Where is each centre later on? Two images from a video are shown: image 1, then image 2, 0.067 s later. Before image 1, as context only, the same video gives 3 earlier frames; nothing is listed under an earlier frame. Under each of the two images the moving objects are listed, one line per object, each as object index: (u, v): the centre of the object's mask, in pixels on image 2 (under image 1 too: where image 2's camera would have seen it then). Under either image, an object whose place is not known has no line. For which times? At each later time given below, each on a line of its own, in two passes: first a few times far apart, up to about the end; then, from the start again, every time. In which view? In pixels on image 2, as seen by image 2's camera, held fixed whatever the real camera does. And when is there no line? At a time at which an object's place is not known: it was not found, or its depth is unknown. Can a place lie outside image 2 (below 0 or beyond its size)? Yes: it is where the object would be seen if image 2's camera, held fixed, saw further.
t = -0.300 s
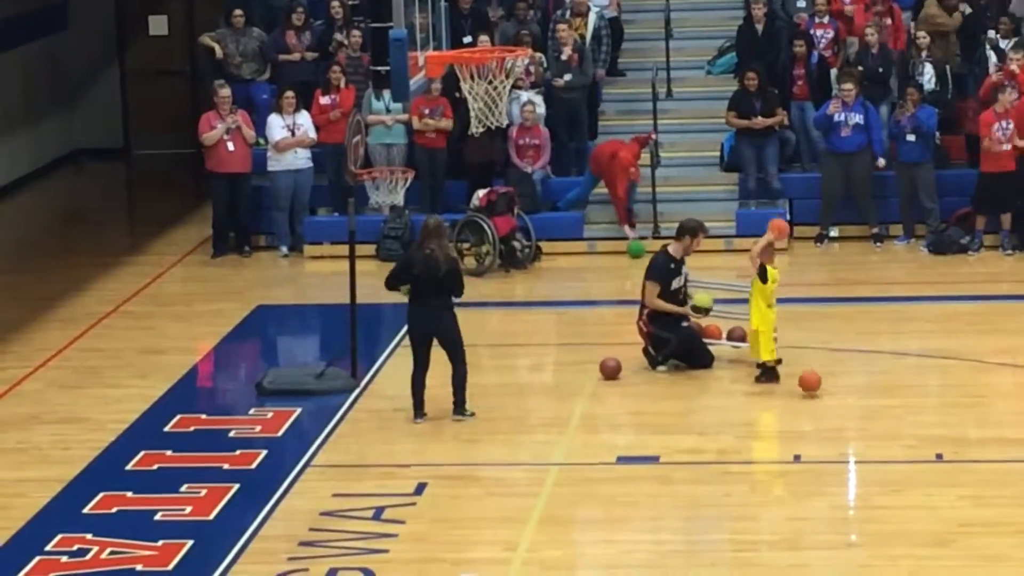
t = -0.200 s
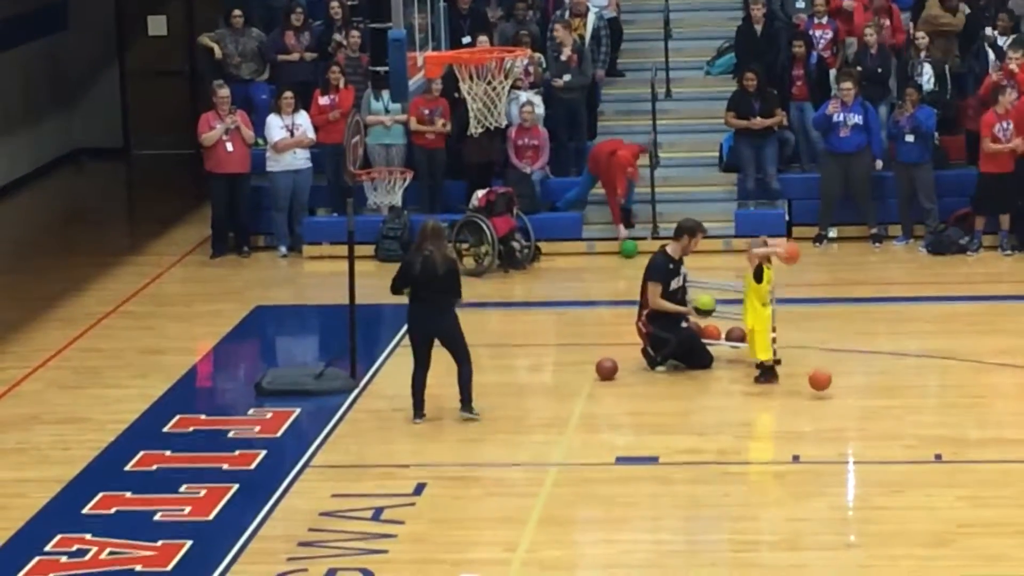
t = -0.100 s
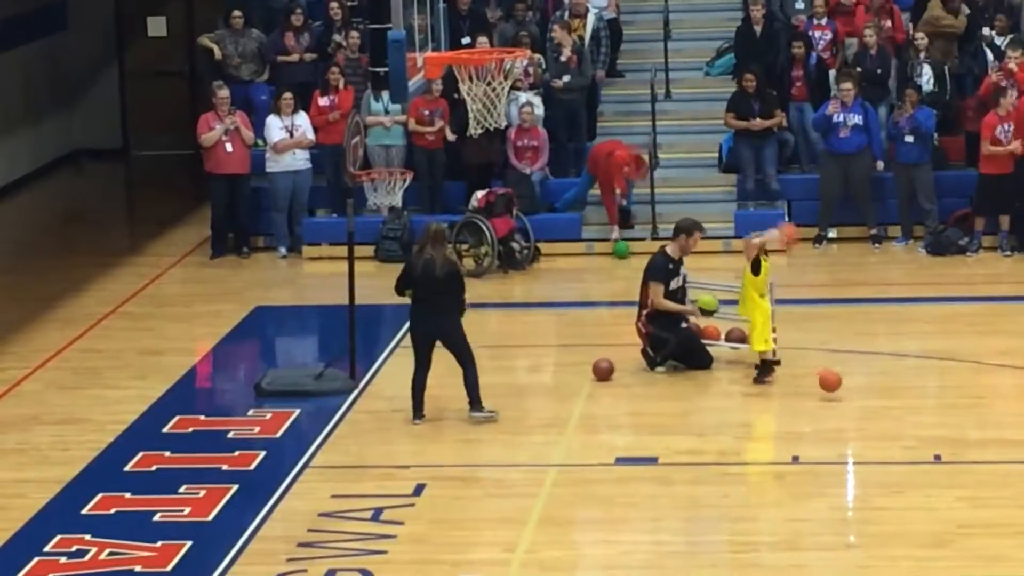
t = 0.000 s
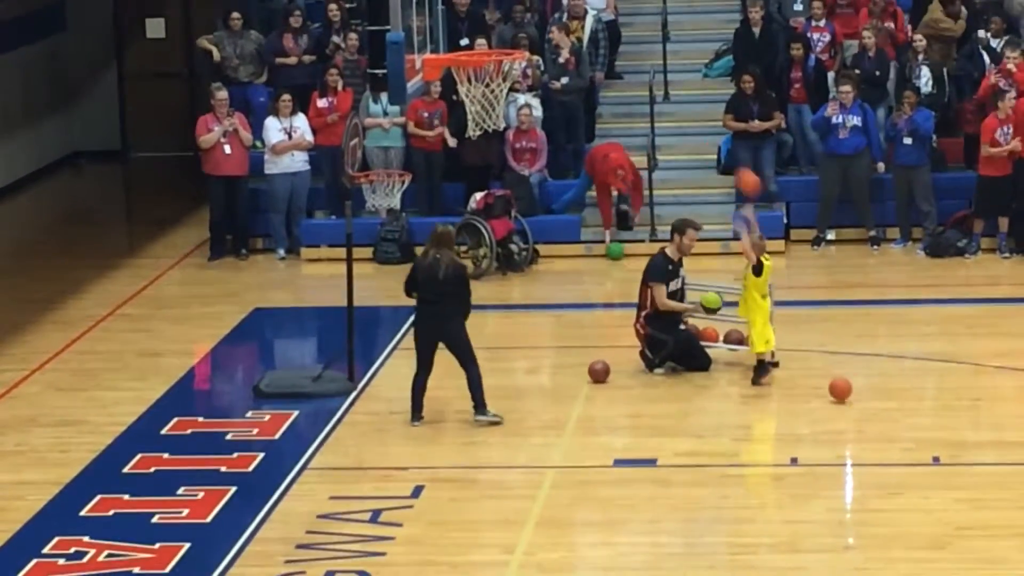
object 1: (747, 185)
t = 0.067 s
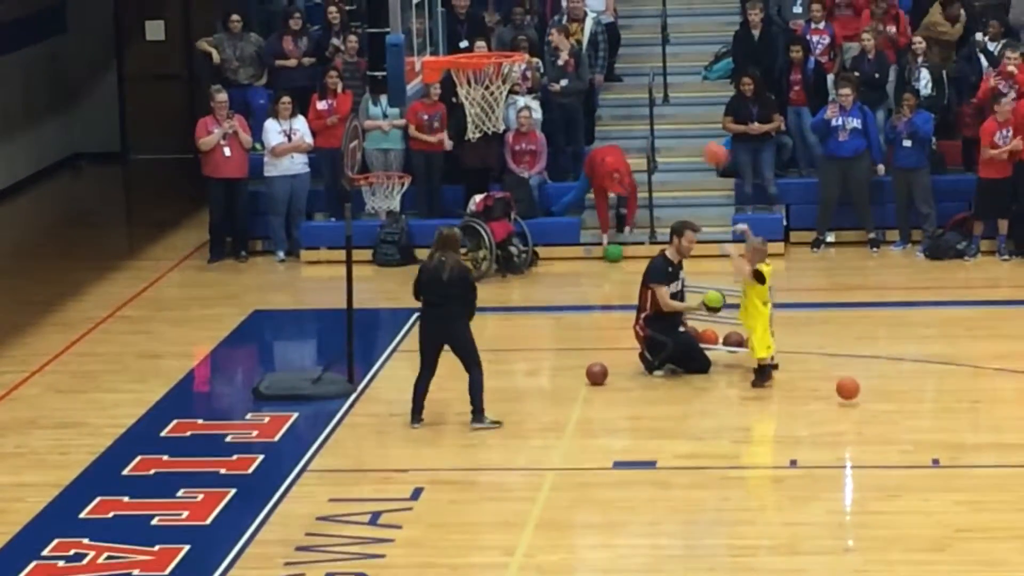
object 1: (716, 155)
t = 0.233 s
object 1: (635, 102)
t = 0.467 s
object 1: (529, 90)
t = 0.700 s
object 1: (427, 148)
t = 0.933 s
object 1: (381, 163)
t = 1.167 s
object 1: (424, 164)
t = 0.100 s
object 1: (698, 141)
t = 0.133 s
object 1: (682, 128)
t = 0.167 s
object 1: (667, 118)
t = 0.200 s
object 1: (651, 110)
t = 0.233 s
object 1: (635, 102)
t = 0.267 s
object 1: (620, 97)
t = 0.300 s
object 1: (603, 92)
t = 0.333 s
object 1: (588, 89)
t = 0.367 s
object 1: (574, 88)
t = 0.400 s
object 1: (559, 87)
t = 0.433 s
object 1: (544, 88)
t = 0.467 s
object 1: (529, 90)
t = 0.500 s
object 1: (515, 95)
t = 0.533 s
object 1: (503, 99)
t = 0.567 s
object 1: (486, 105)
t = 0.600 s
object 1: (467, 116)
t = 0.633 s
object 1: (456, 126)
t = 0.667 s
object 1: (443, 135)
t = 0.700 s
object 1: (427, 148)
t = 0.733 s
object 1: (416, 161)
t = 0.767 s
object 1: (403, 169)
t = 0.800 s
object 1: (393, 168)
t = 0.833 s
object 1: (382, 170)
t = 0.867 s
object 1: (373, 171)
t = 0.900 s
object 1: (375, 168)
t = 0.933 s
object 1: (381, 163)
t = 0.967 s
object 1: (386, 160)
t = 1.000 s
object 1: (393, 157)
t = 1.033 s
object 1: (399, 156)
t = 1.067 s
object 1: (406, 156)
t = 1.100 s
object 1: (412, 158)
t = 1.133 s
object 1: (418, 160)
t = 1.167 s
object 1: (424, 164)
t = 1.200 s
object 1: (431, 170)
